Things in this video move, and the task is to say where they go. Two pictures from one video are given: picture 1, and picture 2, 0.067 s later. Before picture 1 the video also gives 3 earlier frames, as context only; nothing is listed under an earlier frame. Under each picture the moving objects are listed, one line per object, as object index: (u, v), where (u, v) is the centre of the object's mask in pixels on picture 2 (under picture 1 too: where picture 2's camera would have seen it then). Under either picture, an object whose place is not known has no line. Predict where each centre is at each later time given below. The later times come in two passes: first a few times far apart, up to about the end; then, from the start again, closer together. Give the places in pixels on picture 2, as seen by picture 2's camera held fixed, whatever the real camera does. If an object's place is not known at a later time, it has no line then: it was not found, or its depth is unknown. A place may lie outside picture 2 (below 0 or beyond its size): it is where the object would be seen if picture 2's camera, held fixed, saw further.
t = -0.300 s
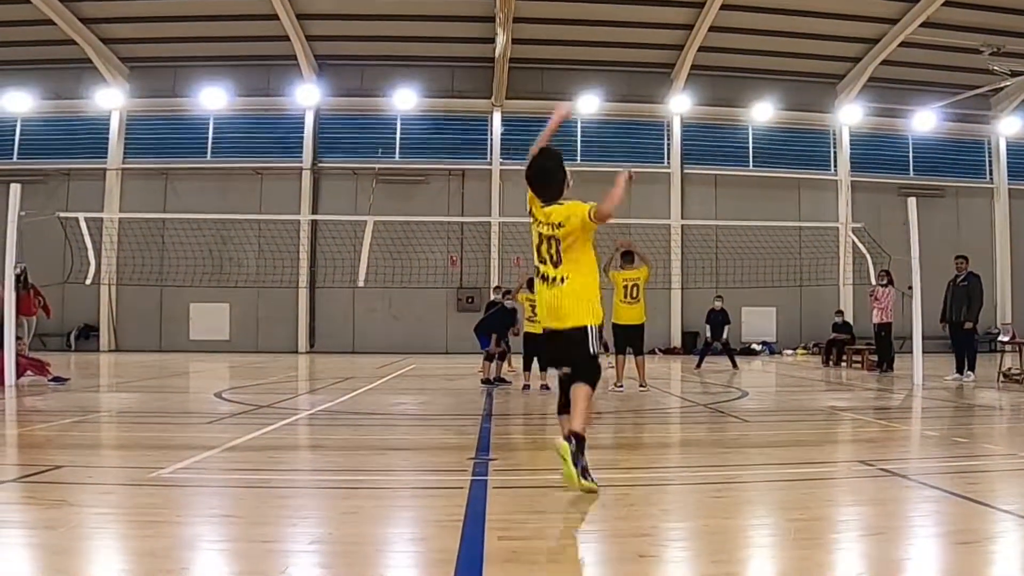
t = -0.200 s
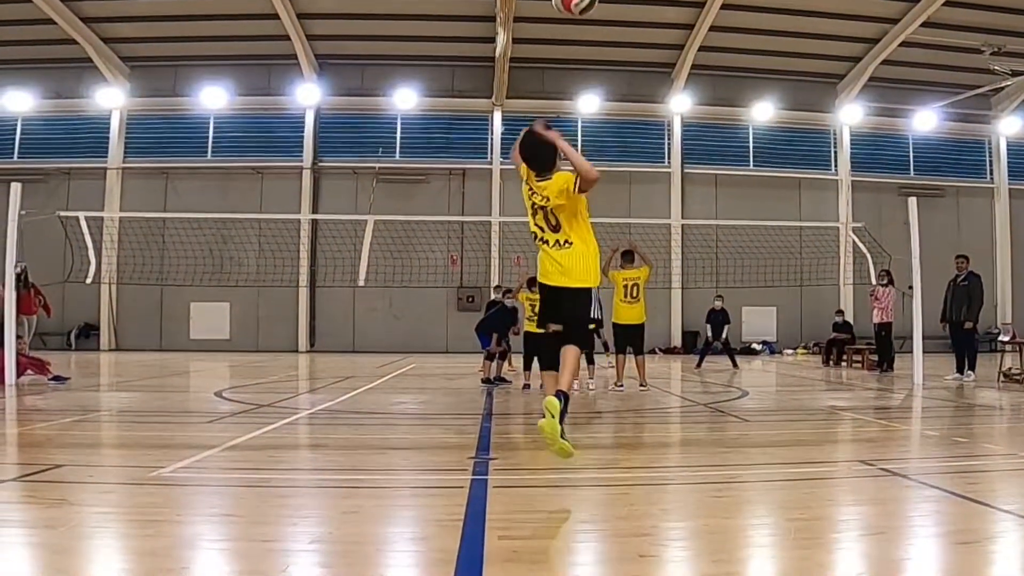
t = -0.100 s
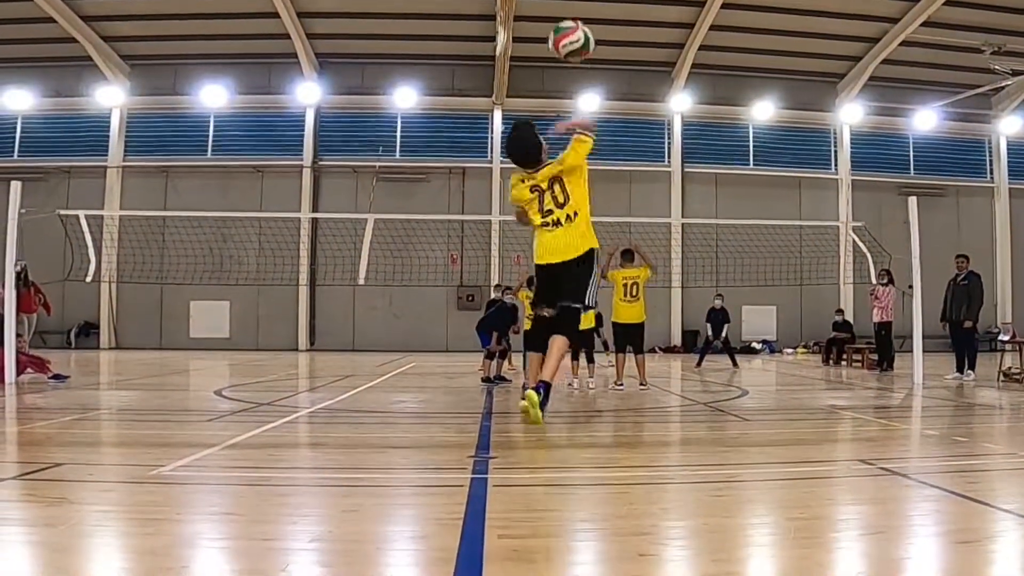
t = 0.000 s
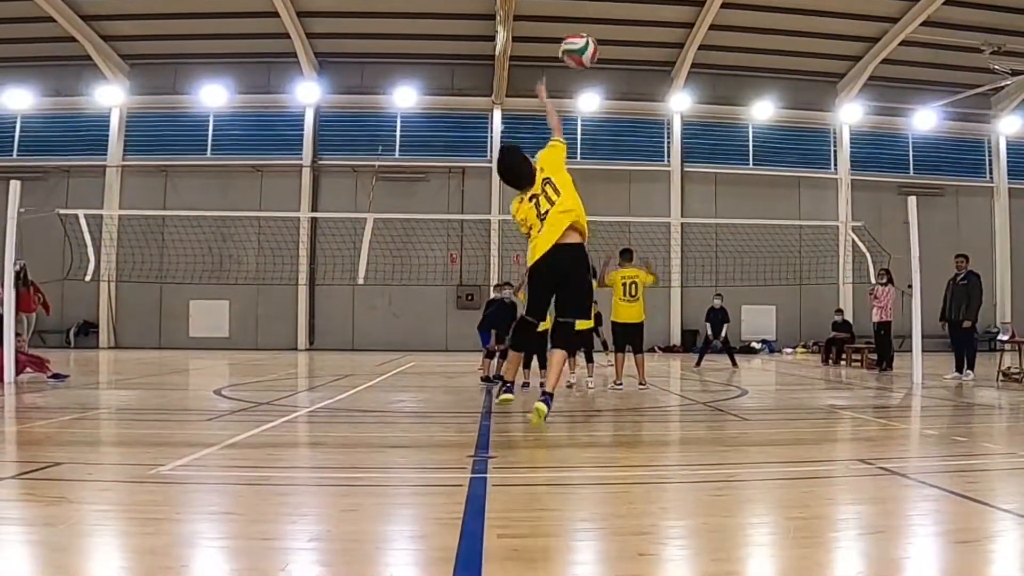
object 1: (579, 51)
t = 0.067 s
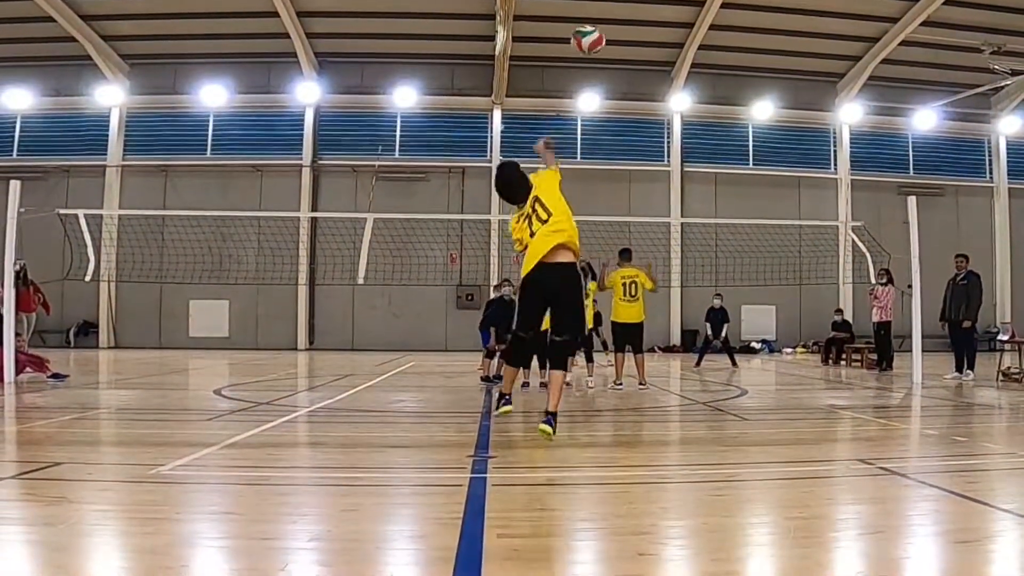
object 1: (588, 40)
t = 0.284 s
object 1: (607, 47)
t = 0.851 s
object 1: (623, 181)
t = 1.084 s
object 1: (630, 255)
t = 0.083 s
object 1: (590, 38)
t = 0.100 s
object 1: (591, 37)
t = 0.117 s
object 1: (594, 36)
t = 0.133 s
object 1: (596, 36)
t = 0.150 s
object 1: (597, 37)
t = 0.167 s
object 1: (599, 37)
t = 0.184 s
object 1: (601, 38)
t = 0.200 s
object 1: (602, 39)
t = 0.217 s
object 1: (603, 40)
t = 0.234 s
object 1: (604, 42)
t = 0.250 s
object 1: (605, 43)
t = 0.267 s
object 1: (606, 45)
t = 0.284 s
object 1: (607, 47)
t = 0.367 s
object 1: (612, 61)
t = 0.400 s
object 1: (613, 67)
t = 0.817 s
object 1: (622, 171)
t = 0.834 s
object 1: (623, 176)
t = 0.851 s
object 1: (623, 181)
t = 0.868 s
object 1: (624, 186)
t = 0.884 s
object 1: (625, 191)
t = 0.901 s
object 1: (625, 196)
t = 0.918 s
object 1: (626, 200)
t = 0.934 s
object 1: (626, 205)
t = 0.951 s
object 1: (627, 209)
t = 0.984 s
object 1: (629, 224)
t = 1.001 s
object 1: (627, 228)
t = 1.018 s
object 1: (627, 232)
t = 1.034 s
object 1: (629, 239)
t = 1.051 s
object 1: (630, 246)
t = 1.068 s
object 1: (630, 251)
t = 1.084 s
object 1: (630, 255)
